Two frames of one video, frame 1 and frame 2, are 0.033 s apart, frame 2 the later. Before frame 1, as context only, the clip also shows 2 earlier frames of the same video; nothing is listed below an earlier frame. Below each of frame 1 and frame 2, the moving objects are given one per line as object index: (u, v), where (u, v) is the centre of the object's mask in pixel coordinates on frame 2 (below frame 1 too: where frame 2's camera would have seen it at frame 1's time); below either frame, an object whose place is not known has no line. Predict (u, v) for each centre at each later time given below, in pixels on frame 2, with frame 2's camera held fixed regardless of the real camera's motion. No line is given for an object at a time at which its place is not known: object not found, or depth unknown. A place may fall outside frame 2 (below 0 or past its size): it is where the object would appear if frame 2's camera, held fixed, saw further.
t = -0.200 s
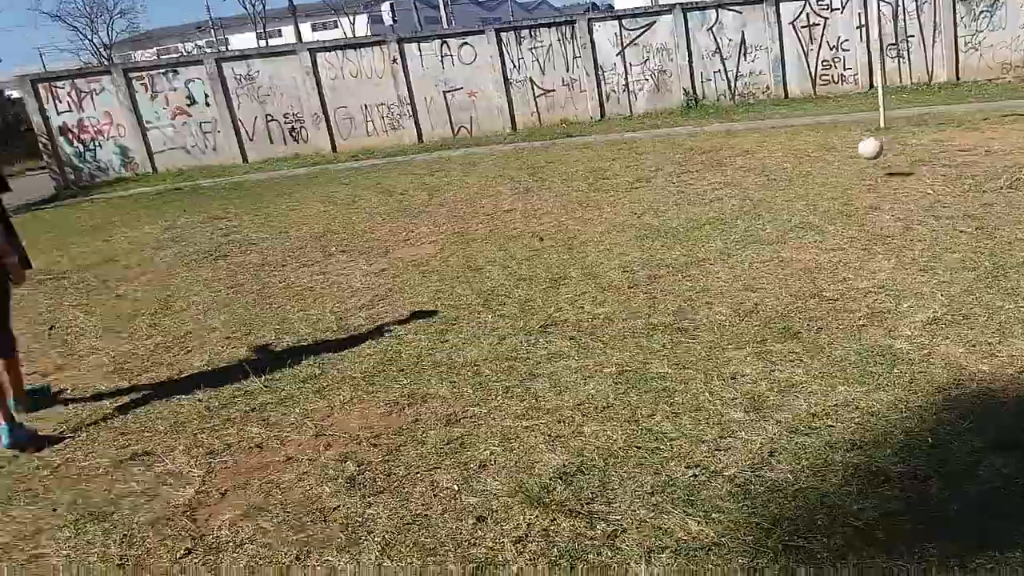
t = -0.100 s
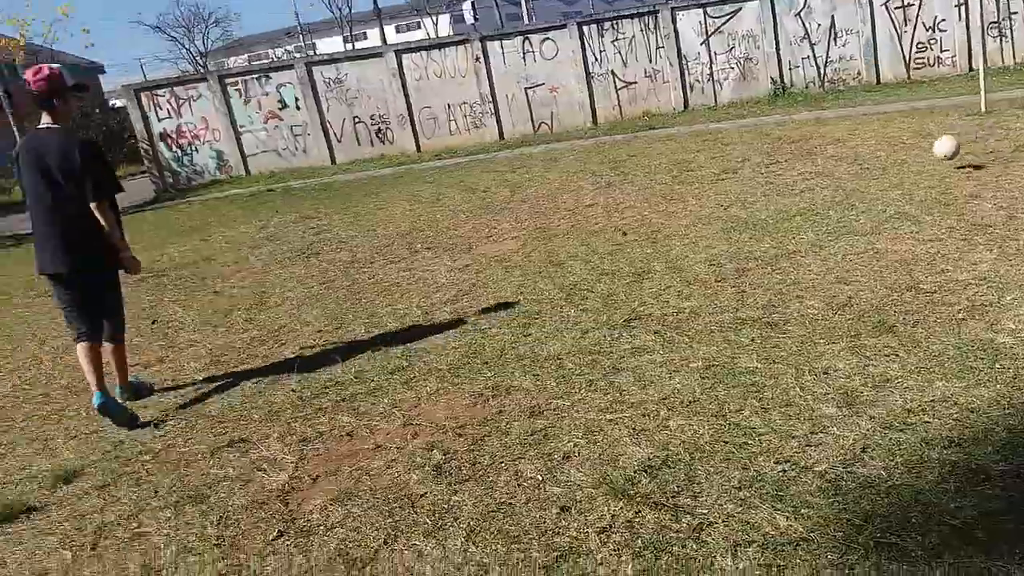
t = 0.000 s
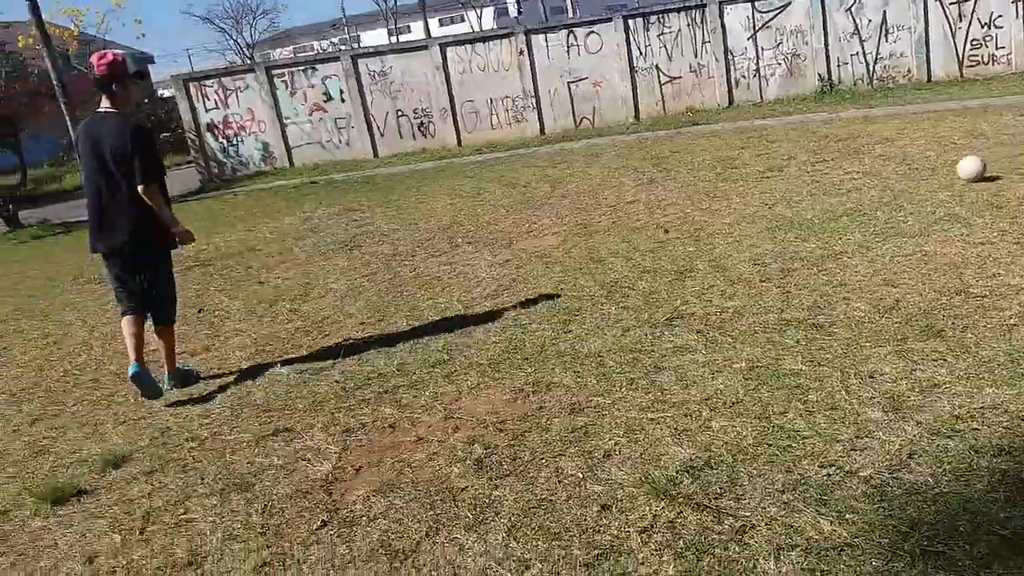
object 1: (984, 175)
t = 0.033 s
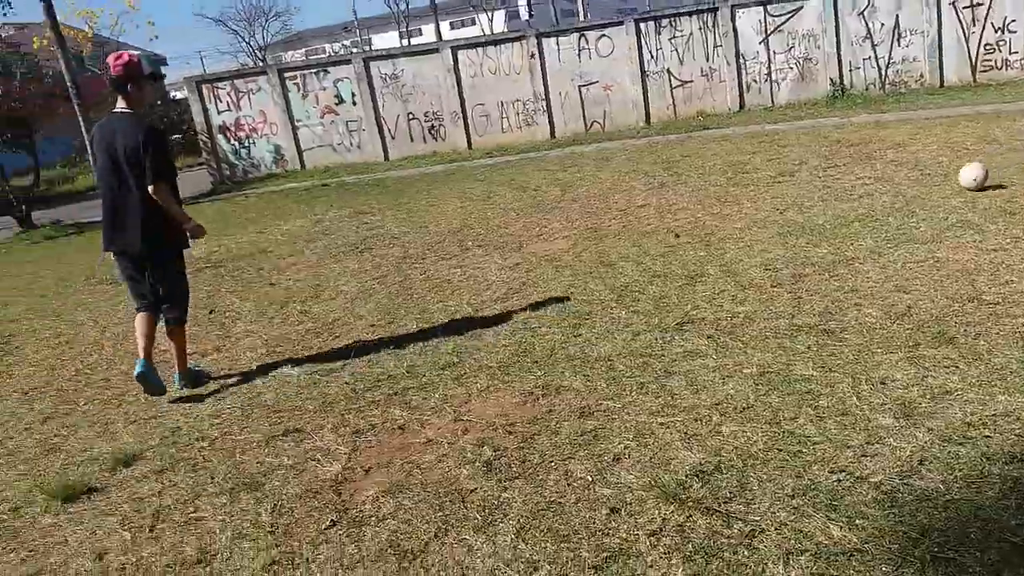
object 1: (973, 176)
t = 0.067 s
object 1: (962, 179)
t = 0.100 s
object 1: (950, 184)
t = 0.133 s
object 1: (938, 188)
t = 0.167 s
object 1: (926, 189)
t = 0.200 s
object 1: (914, 191)
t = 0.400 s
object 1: (845, 206)
